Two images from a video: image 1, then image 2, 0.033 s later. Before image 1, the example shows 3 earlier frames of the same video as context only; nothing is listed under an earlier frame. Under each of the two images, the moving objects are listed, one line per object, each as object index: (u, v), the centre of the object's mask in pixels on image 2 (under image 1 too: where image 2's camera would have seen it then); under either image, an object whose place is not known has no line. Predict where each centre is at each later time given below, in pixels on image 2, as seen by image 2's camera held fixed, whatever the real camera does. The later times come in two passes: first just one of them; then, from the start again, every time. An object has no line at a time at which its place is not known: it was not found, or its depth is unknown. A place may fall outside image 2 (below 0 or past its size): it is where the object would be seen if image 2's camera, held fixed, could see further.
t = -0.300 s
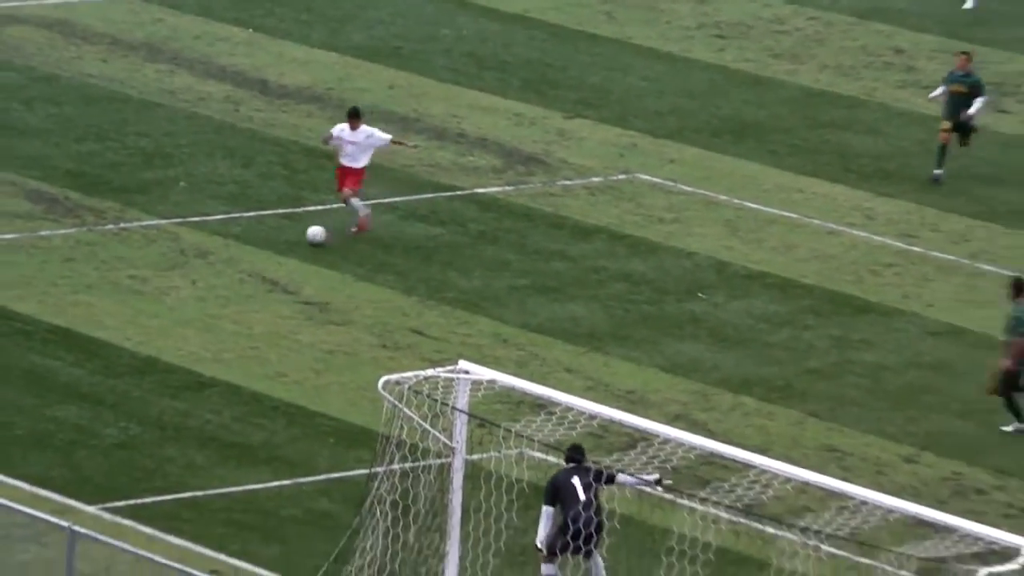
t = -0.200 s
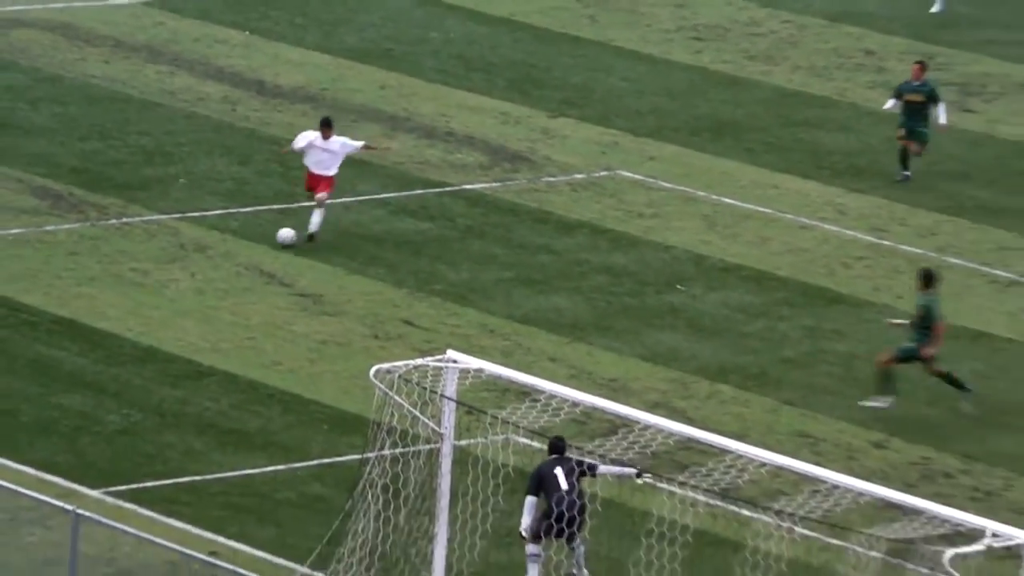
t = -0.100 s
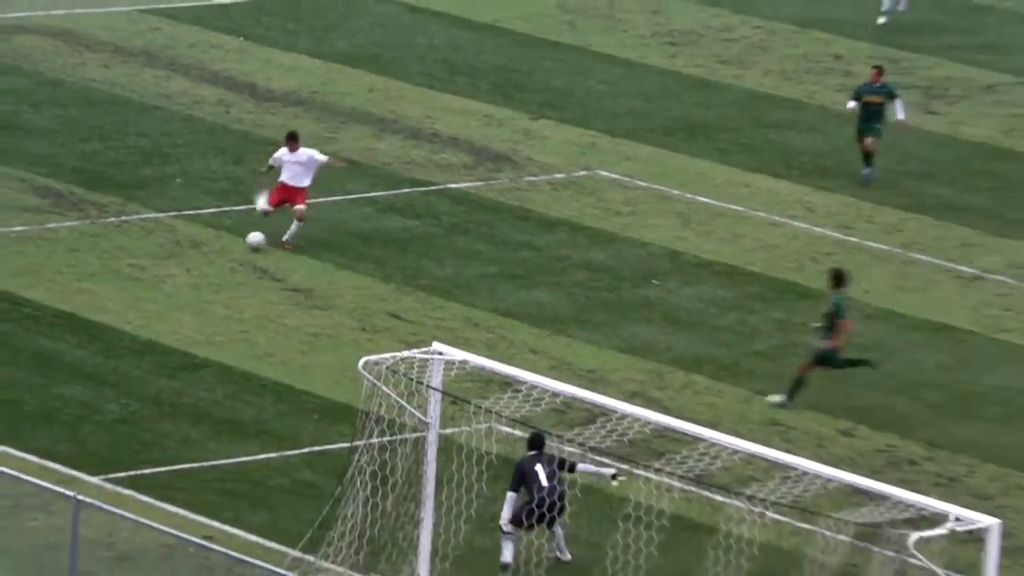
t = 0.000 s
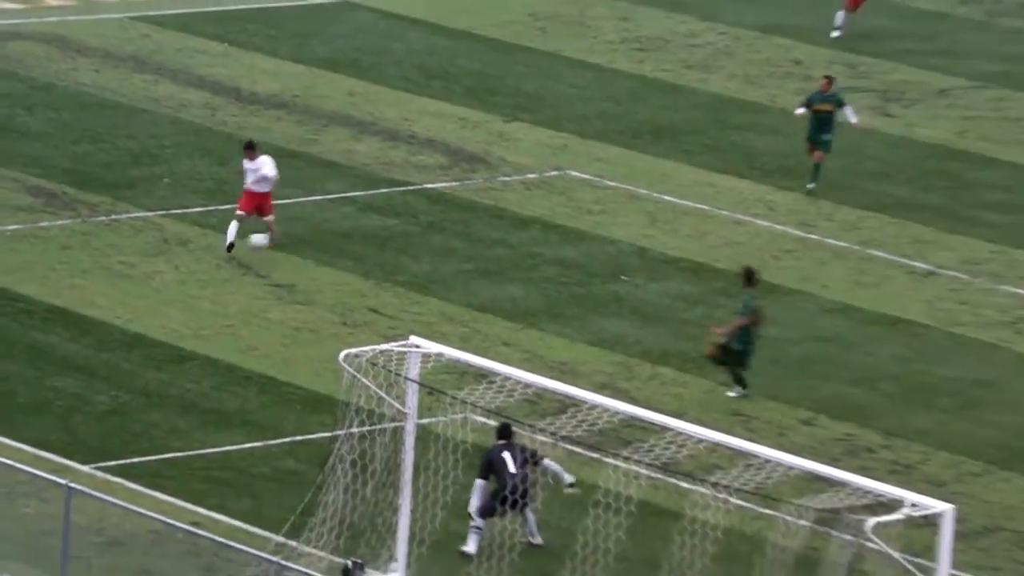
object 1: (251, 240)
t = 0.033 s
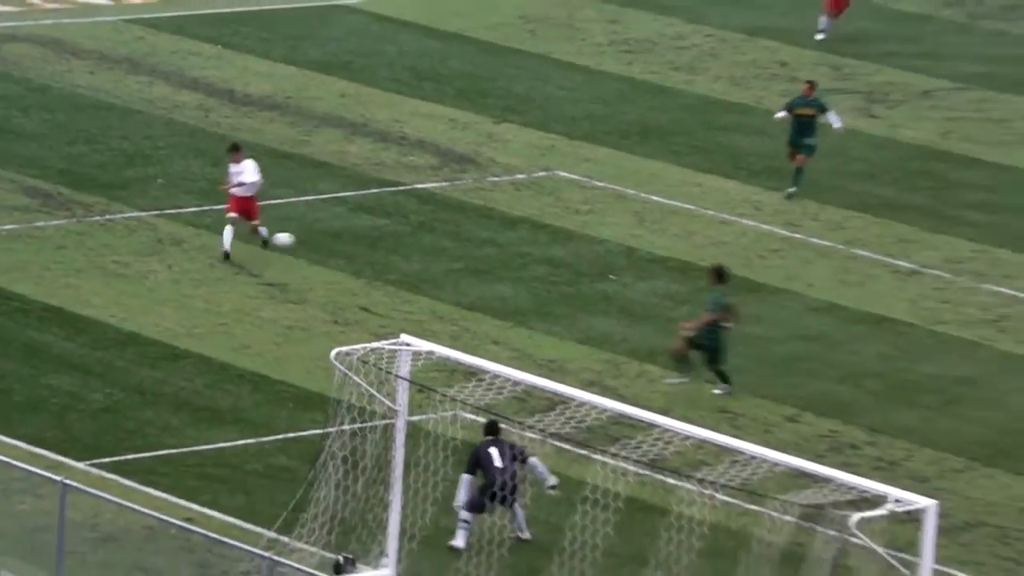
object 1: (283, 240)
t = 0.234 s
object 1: (486, 249)
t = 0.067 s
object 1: (316, 240)
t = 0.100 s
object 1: (349, 241)
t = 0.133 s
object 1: (383, 243)
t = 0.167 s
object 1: (417, 245)
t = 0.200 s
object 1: (452, 246)
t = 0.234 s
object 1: (486, 249)
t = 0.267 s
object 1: (521, 252)
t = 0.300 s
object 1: (557, 257)
